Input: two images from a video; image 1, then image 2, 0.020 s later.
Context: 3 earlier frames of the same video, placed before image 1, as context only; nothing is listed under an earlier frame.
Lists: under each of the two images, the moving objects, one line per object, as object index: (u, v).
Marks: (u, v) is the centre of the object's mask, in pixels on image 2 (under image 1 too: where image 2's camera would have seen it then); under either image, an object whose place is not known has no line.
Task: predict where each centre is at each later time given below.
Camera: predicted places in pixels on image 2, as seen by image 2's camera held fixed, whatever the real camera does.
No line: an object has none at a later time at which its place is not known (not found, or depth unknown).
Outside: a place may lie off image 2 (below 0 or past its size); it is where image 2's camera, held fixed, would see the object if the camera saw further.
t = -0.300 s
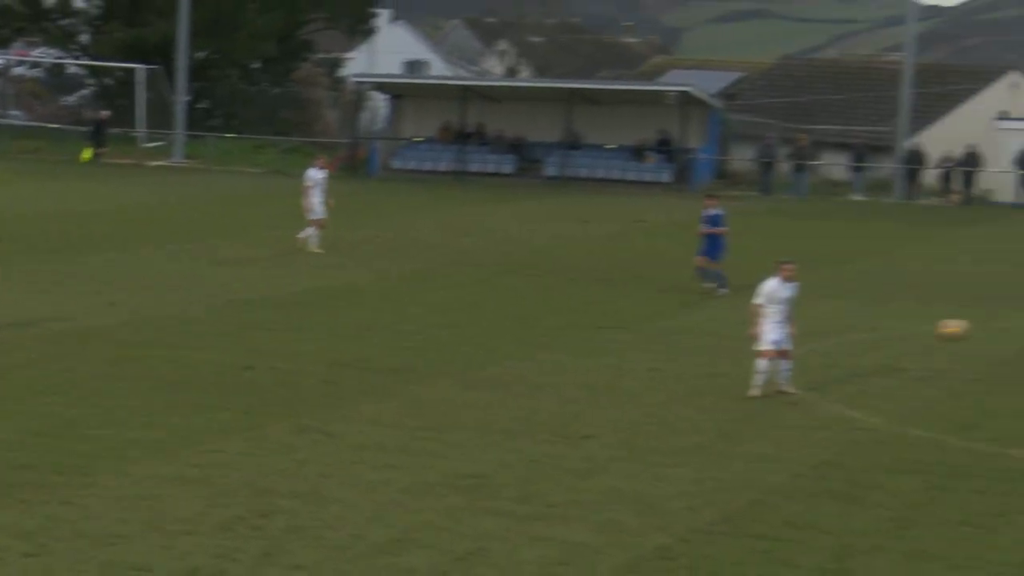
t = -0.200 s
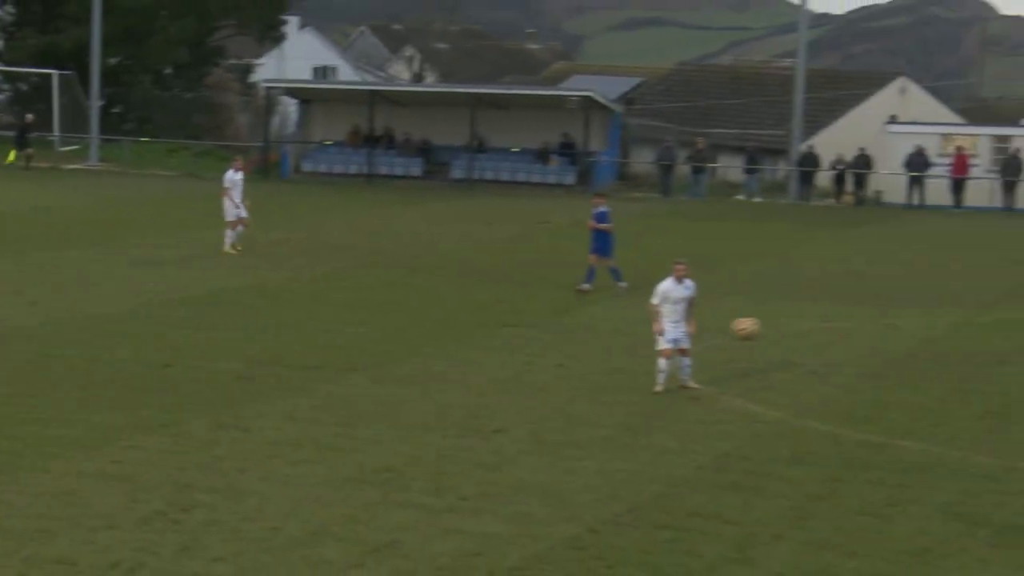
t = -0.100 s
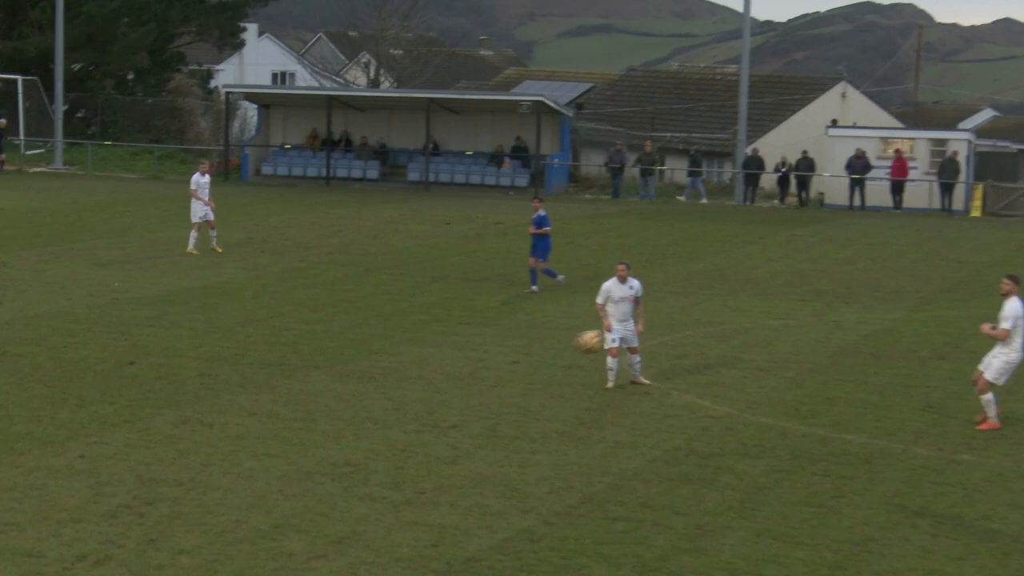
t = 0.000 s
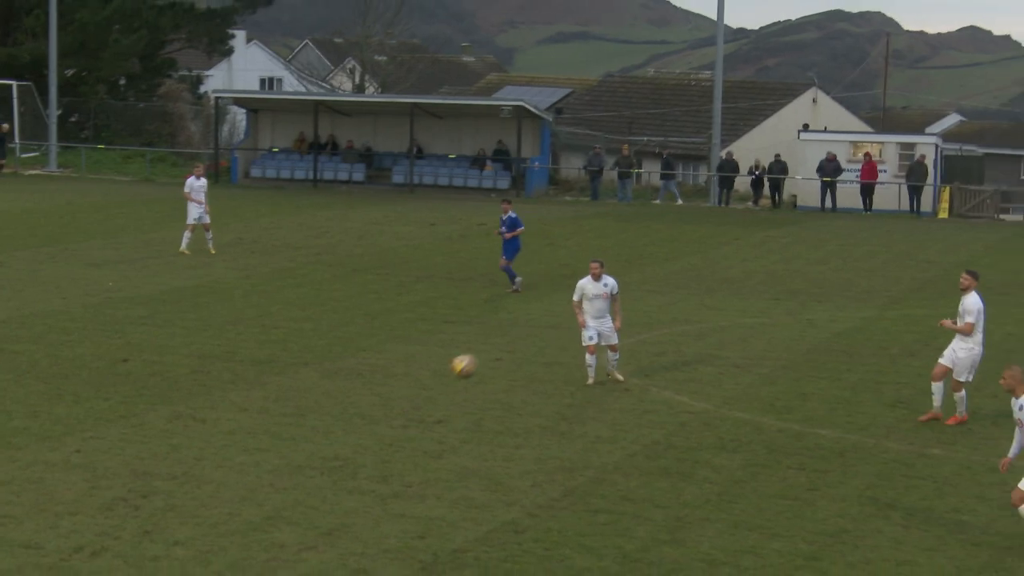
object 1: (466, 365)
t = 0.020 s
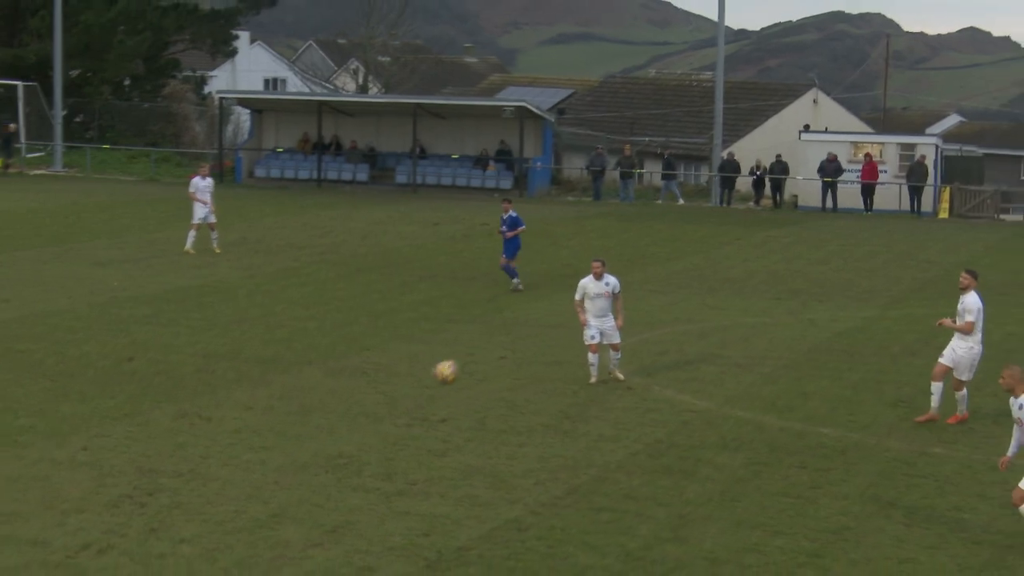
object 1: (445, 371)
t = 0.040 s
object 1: (424, 379)
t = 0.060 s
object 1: (402, 387)
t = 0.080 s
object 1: (379, 396)
